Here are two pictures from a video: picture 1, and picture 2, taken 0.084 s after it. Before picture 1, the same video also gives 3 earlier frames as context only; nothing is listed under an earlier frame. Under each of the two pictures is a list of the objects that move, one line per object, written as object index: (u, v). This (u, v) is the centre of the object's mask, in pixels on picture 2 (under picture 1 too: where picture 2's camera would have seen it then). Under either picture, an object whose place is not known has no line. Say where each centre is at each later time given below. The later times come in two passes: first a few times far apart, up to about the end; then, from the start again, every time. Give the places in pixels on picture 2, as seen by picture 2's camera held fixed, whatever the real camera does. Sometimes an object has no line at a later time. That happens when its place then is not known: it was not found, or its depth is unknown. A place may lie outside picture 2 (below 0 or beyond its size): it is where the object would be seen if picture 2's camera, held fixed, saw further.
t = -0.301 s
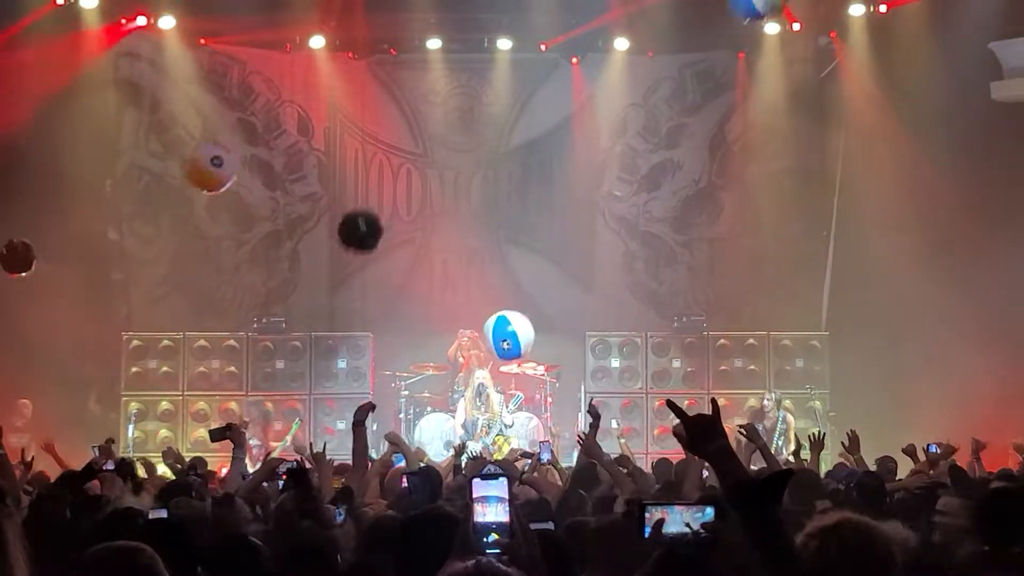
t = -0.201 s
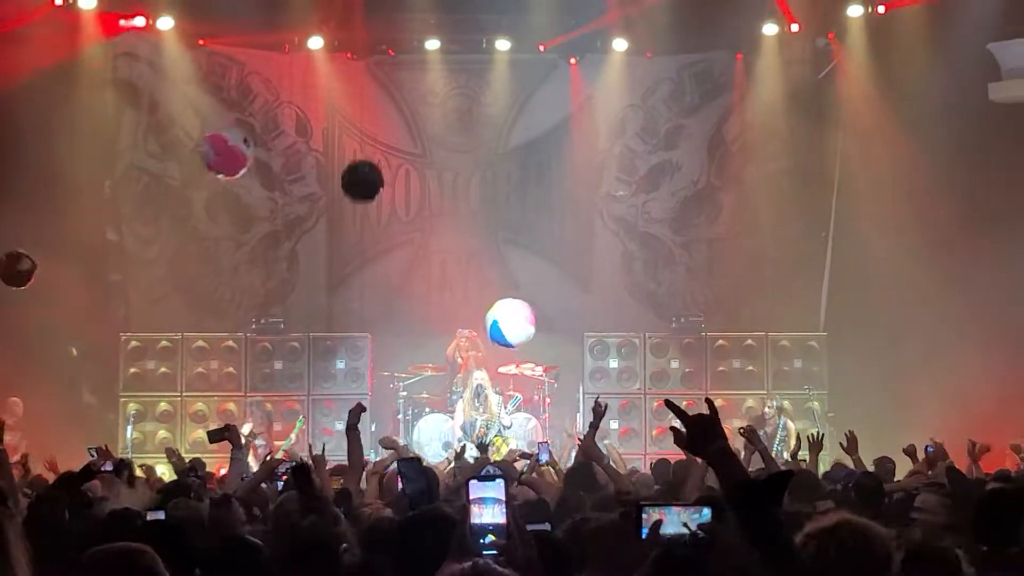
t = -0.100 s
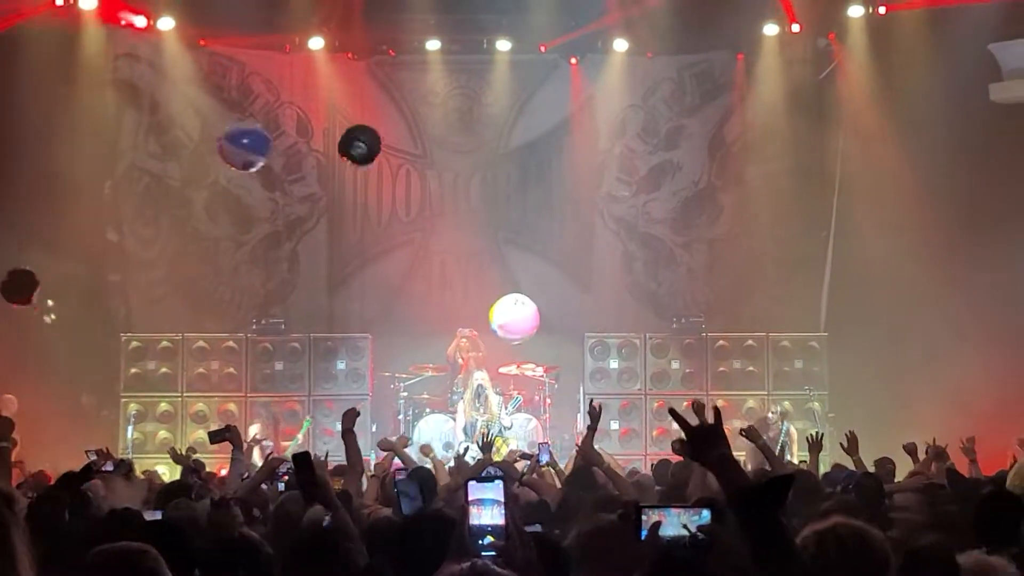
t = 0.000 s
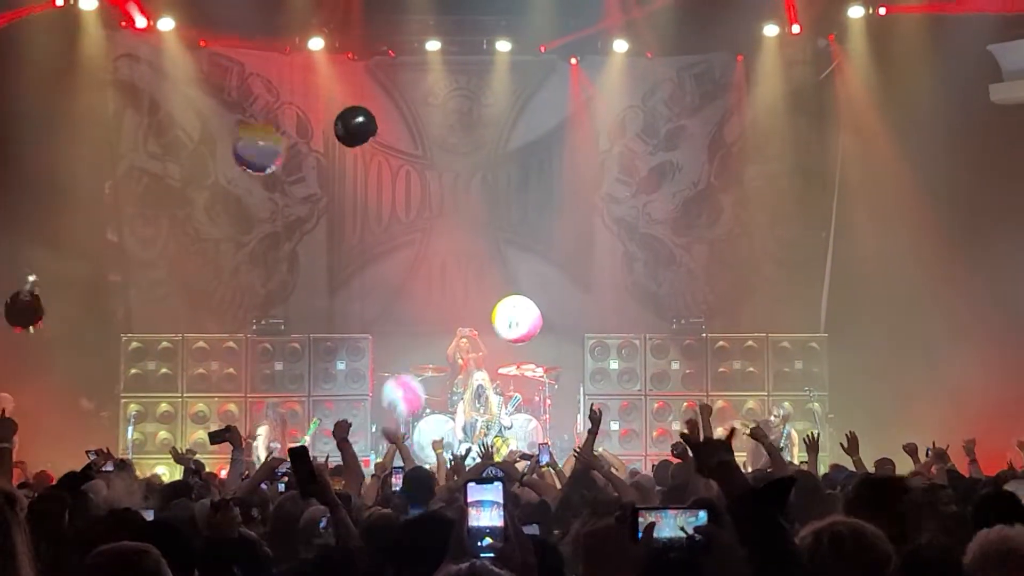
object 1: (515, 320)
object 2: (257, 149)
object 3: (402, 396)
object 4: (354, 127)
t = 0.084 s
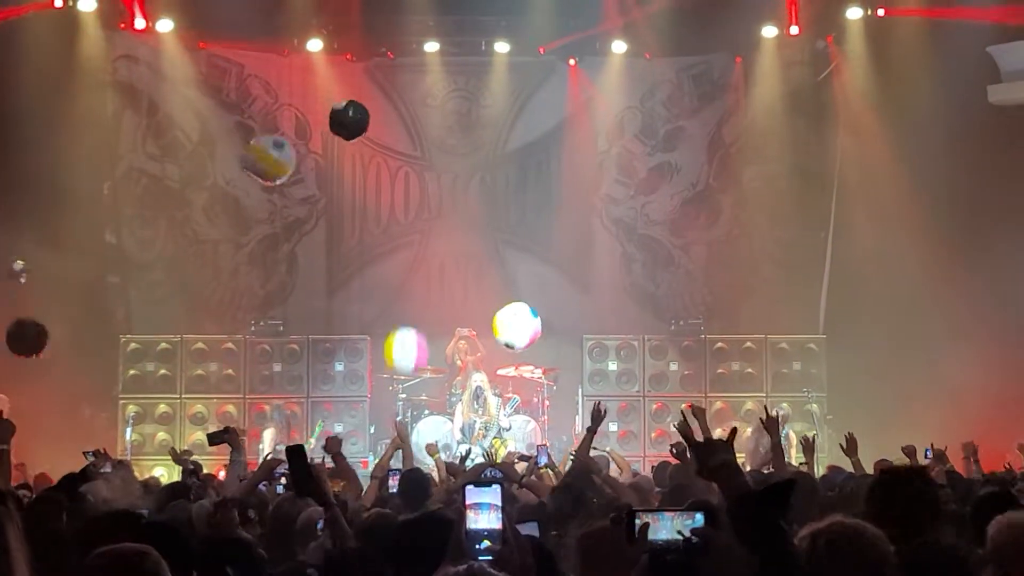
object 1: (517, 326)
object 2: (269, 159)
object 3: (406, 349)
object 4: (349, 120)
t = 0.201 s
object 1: (519, 339)
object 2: (285, 179)
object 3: (416, 297)
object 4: (342, 125)
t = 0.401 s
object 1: (523, 385)
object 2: (312, 239)
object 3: (438, 233)
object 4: (331, 165)
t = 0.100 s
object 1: (517, 328)
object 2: (272, 162)
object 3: (407, 342)
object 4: (348, 120)
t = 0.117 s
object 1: (518, 329)
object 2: (274, 165)
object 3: (409, 334)
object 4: (347, 120)
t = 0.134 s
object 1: (518, 331)
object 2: (275, 169)
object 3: (410, 326)
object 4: (346, 120)
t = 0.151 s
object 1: (518, 333)
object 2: (278, 171)
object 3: (412, 318)
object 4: (345, 121)
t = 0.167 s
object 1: (519, 335)
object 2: (282, 171)
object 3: (413, 310)
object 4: (344, 122)
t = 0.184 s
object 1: (519, 337)
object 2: (282, 174)
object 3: (415, 303)
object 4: (342, 123)
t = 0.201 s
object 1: (519, 339)
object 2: (285, 179)
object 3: (416, 297)
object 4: (342, 125)
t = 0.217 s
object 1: (519, 342)
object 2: (289, 182)
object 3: (417, 290)
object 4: (341, 127)
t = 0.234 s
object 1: (520, 345)
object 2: (293, 188)
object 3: (419, 284)
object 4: (340, 128)
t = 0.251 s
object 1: (520, 349)
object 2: (295, 192)
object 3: (421, 277)
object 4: (339, 131)
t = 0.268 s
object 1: (520, 352)
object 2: (296, 197)
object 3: (422, 271)
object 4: (338, 134)
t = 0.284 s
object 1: (521, 355)
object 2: (298, 201)
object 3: (424, 265)
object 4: (338, 137)
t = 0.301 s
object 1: (522, 359)
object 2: (300, 206)
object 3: (426, 260)
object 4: (337, 140)
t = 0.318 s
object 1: (522, 363)
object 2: (302, 211)
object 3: (428, 255)
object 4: (336, 143)
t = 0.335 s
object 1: (522, 368)
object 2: (305, 216)
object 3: (430, 250)
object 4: (335, 147)
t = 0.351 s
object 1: (522, 372)
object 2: (307, 221)
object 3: (432, 245)
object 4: (334, 151)
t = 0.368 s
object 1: (523, 376)
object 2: (309, 227)
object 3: (434, 241)
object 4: (333, 155)
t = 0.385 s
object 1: (523, 381)
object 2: (311, 233)
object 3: (436, 236)
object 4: (332, 160)
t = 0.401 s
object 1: (523, 385)
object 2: (312, 239)
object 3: (438, 233)
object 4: (331, 165)
